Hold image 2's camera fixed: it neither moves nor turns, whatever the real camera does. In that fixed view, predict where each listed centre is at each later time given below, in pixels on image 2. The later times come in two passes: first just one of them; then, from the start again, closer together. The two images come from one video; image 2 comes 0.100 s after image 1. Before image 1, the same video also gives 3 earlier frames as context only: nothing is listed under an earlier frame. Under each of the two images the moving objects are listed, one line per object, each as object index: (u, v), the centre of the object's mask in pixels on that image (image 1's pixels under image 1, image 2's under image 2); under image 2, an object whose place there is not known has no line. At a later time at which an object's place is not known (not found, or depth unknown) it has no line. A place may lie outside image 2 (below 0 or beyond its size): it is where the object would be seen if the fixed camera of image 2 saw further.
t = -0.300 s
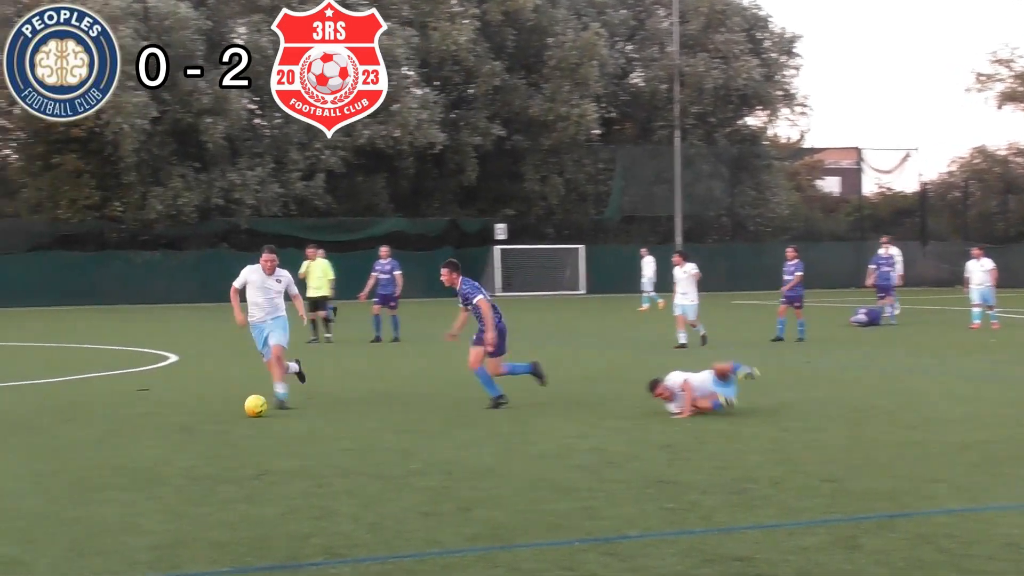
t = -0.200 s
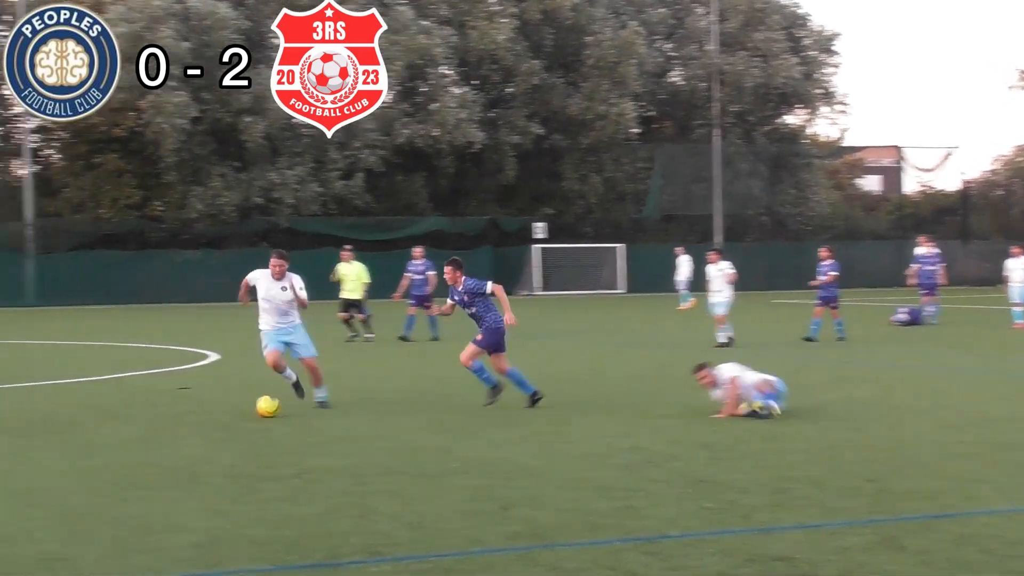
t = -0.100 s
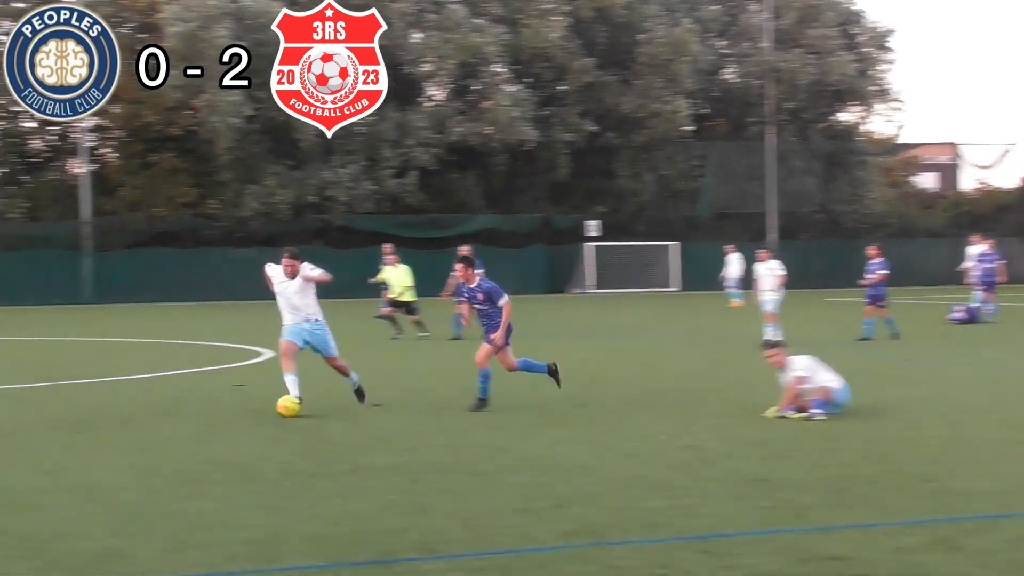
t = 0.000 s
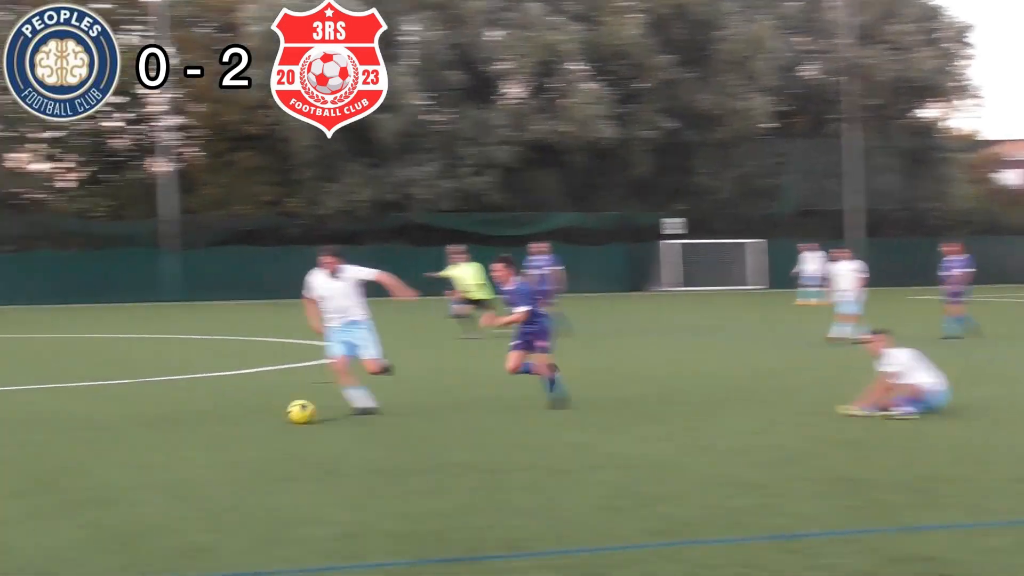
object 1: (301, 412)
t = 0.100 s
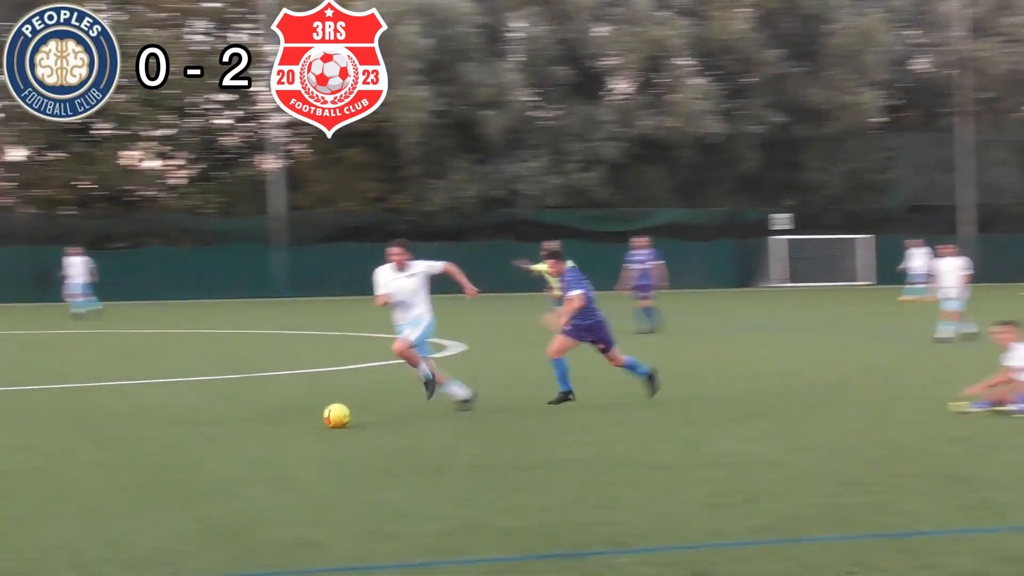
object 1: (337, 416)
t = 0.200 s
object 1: (265, 426)
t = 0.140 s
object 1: (308, 420)
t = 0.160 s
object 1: (293, 423)
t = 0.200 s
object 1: (265, 426)
